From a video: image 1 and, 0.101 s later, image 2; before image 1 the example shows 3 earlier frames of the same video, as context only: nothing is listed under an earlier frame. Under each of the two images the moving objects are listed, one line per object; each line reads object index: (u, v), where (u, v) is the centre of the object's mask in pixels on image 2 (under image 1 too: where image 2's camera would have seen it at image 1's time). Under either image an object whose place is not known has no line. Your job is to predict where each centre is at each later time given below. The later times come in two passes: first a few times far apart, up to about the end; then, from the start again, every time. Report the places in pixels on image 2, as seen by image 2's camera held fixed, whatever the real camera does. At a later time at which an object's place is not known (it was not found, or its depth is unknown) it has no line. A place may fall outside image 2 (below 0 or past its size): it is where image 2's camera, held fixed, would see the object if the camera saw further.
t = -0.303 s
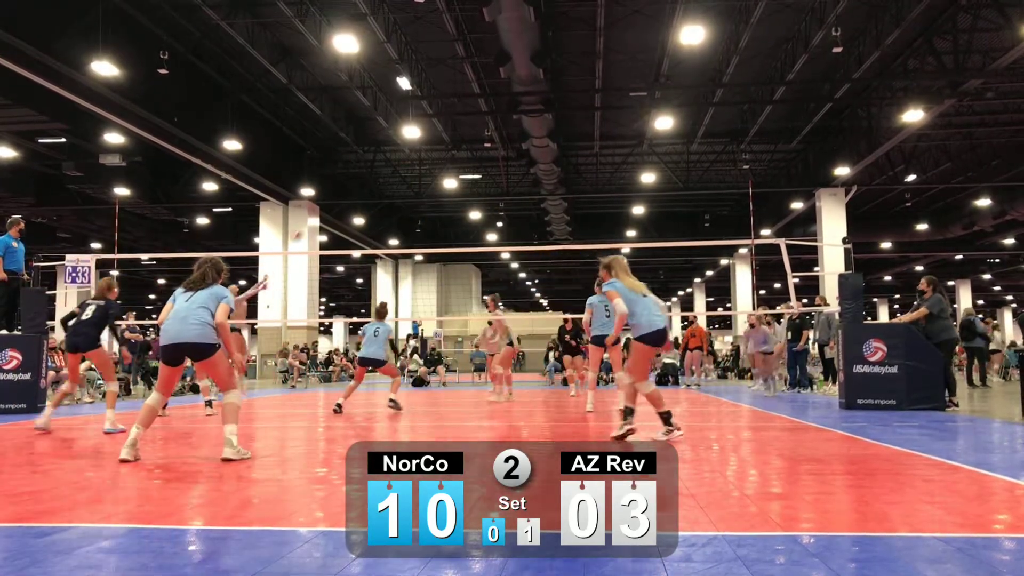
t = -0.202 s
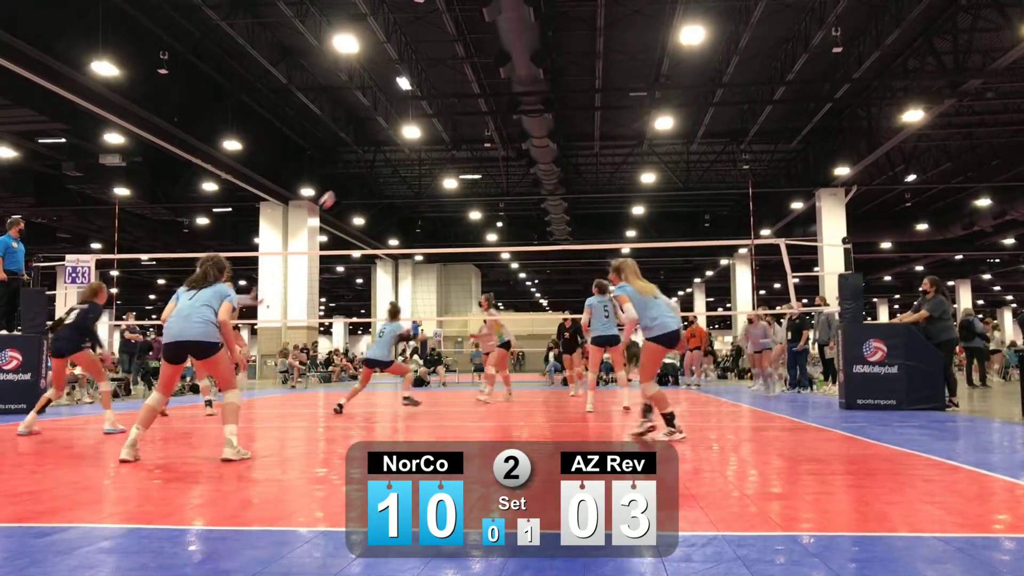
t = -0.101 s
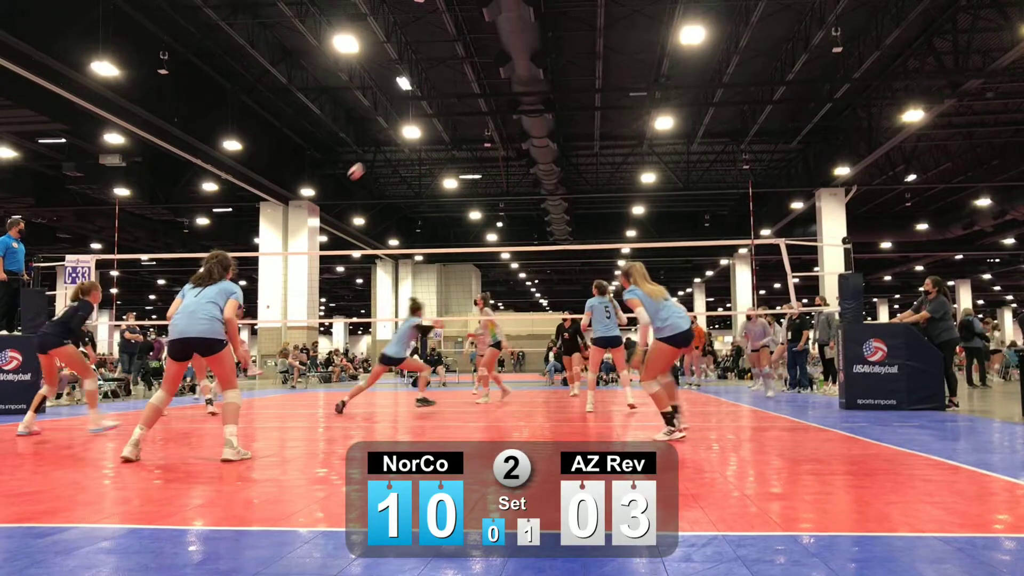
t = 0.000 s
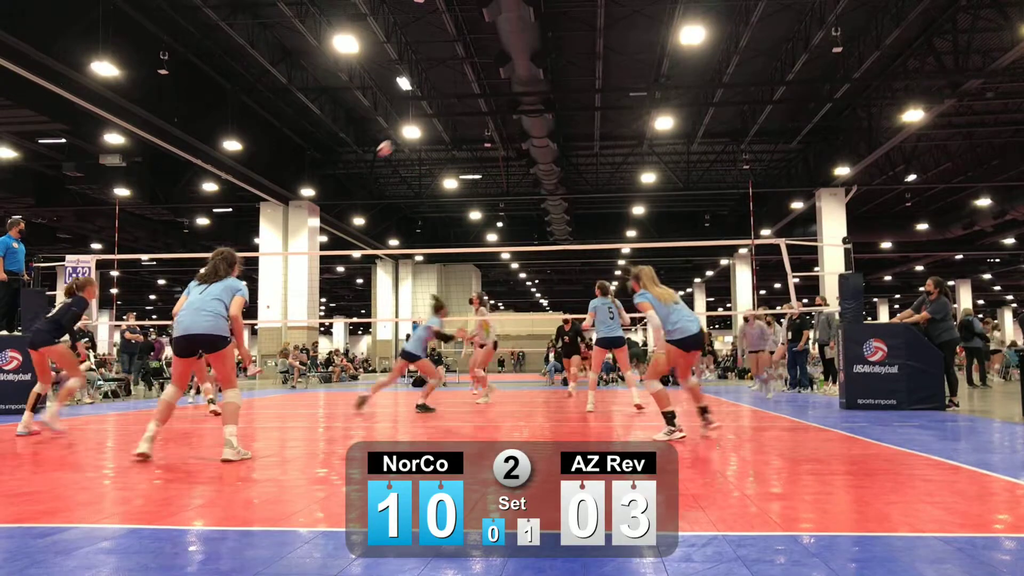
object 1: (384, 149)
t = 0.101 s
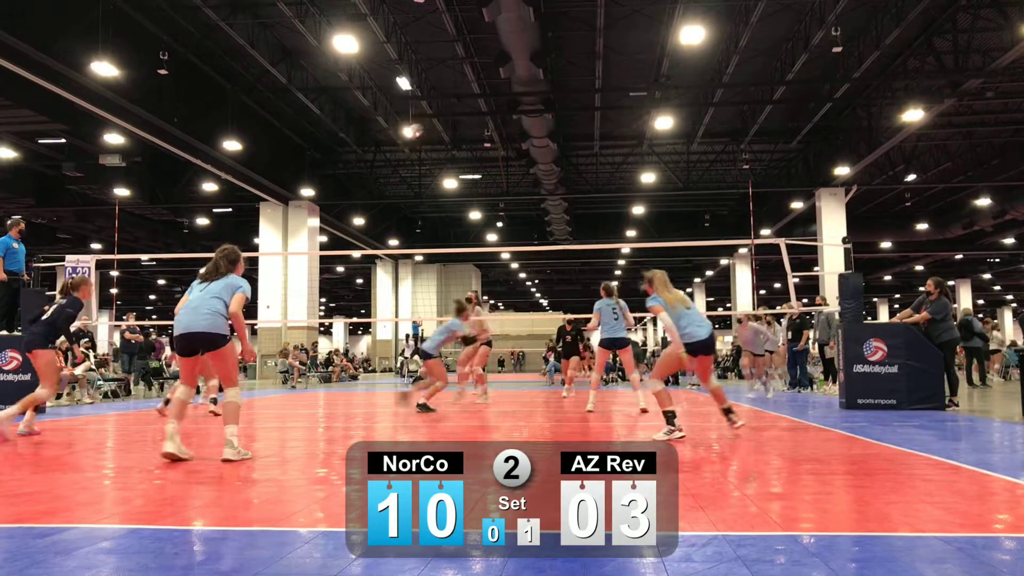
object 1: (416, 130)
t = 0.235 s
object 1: (453, 118)
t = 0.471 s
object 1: (522, 119)
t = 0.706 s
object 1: (590, 153)
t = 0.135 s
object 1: (425, 126)
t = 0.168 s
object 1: (434, 123)
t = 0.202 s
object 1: (443, 120)
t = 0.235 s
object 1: (453, 118)
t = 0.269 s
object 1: (462, 116)
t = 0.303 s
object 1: (472, 115)
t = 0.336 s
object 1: (482, 114)
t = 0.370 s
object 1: (492, 114)
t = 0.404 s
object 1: (502, 115)
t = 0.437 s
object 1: (511, 117)
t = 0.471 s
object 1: (522, 119)
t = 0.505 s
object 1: (530, 122)
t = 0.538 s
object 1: (540, 125)
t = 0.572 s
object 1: (551, 129)
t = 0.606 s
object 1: (561, 134)
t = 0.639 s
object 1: (571, 140)
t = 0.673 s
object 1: (581, 146)
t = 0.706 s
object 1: (590, 153)
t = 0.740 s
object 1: (601, 161)
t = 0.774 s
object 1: (611, 170)
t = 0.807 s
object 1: (621, 179)
